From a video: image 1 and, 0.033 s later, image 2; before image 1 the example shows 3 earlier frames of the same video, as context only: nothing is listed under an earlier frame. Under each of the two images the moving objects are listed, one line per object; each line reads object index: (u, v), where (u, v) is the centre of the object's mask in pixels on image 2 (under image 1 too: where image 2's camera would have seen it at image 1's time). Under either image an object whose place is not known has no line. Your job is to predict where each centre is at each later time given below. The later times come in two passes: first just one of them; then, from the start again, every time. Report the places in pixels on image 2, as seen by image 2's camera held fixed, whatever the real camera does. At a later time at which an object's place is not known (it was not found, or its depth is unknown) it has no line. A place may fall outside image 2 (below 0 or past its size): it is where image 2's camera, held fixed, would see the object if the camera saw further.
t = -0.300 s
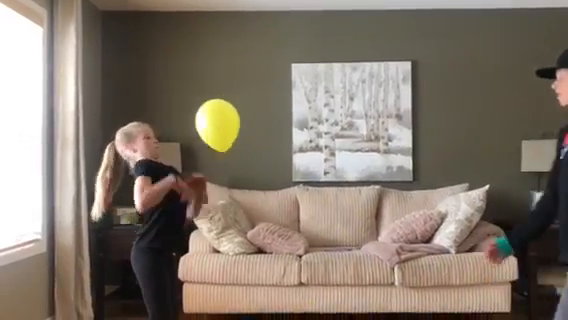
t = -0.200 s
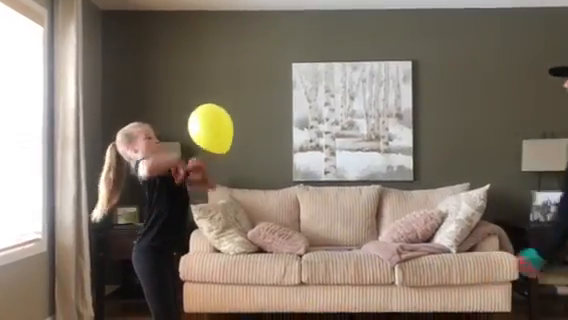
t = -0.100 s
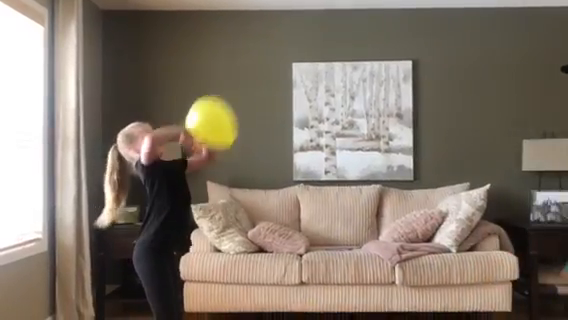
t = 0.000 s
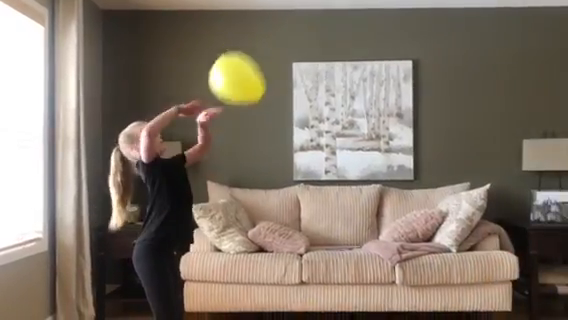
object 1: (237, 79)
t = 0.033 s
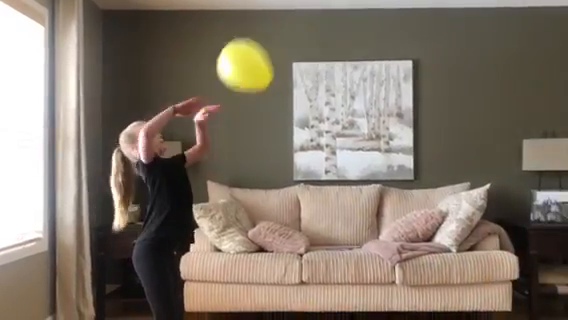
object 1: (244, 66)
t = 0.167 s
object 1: (272, 24)
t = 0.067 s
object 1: (252, 54)
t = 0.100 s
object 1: (259, 42)
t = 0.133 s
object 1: (265, 33)
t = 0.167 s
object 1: (272, 24)
